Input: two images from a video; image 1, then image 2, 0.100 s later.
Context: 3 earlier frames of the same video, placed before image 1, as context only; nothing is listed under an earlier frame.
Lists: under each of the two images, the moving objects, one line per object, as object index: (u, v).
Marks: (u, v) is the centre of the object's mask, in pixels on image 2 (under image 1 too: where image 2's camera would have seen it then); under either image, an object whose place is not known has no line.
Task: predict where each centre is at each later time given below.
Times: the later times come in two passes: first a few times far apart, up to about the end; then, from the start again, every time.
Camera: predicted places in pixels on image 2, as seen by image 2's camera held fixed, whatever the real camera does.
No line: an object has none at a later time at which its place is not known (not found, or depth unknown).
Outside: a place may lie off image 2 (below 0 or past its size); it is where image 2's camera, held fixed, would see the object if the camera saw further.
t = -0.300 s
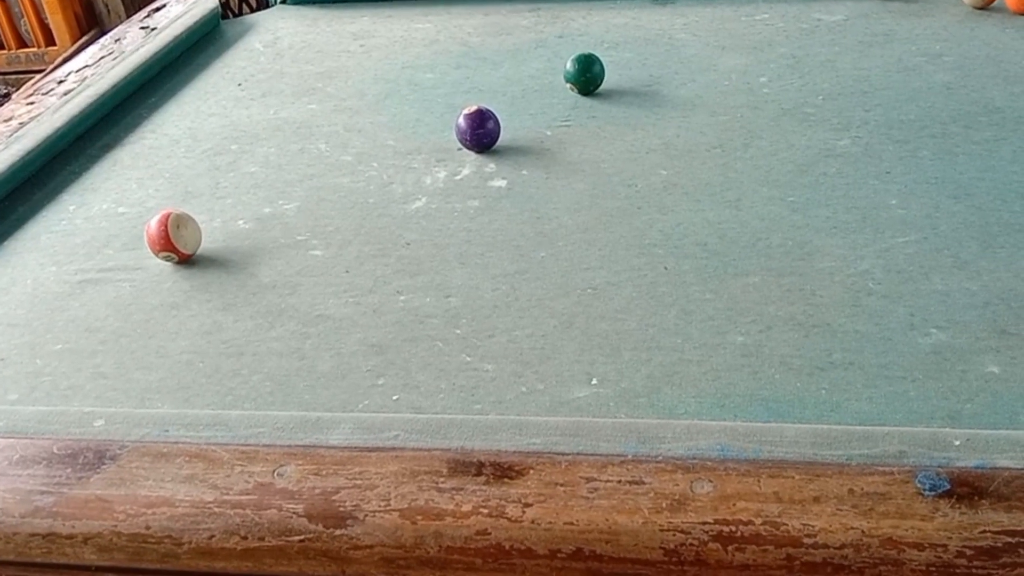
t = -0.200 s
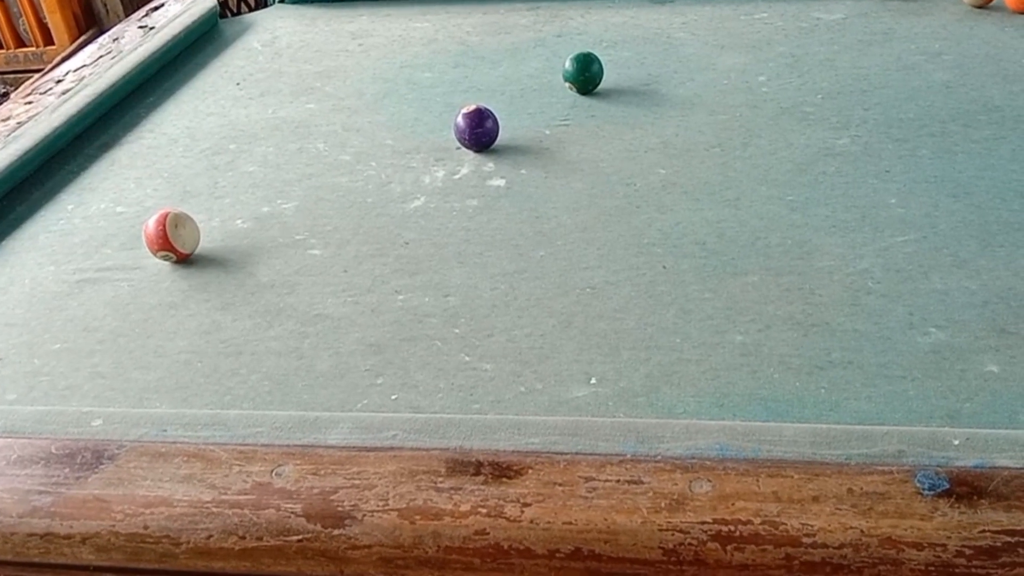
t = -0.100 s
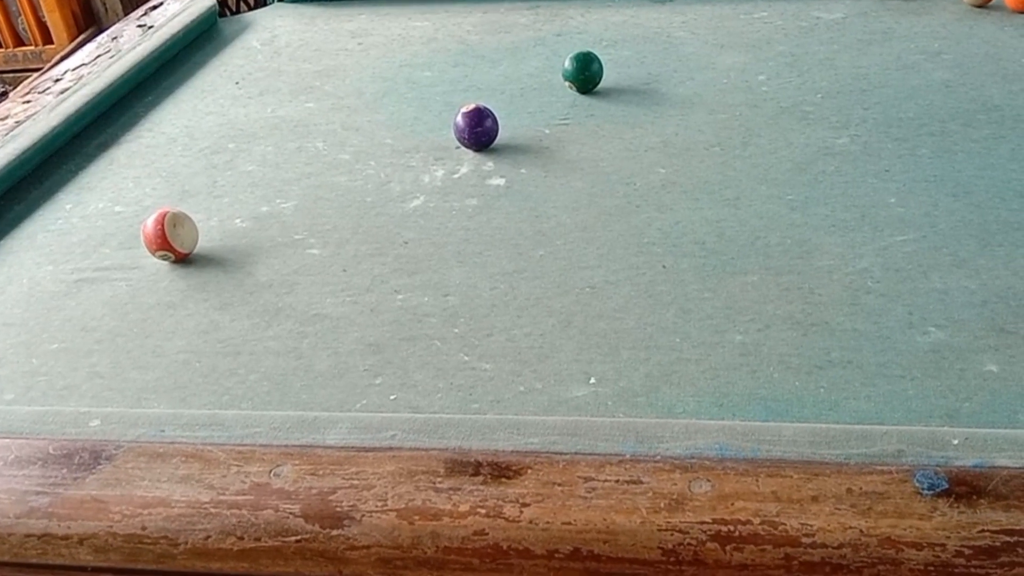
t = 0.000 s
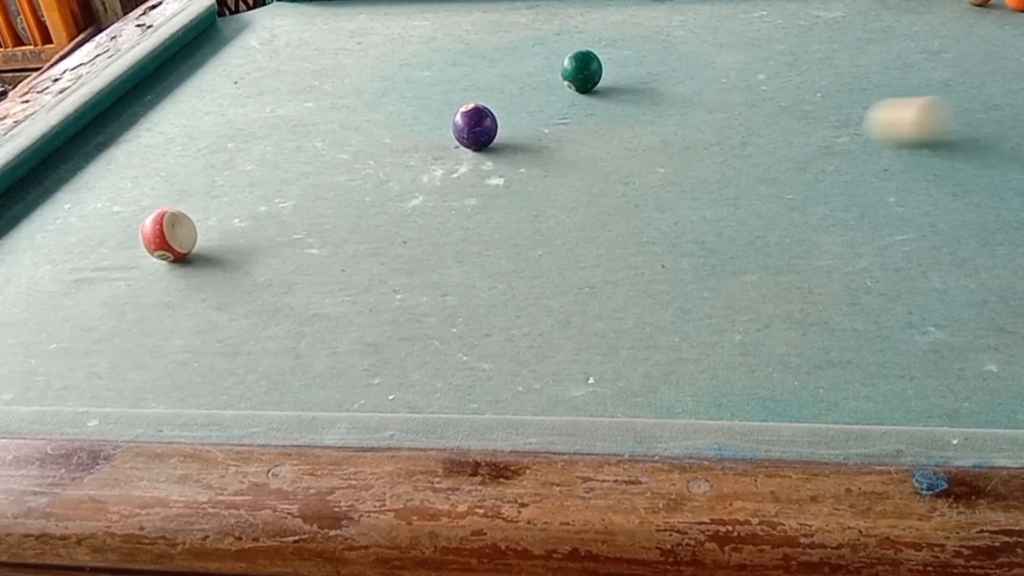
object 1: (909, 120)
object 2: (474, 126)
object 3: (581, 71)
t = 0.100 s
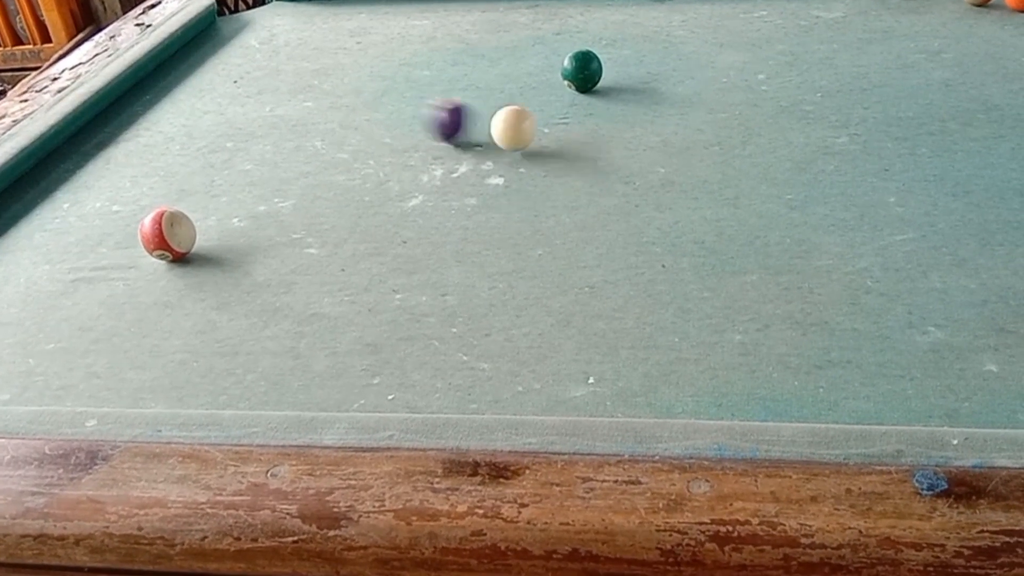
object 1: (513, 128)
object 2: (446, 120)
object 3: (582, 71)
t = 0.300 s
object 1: (449, 199)
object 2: (181, 88)
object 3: (582, 71)
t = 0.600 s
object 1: (265, 303)
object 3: (593, 72)
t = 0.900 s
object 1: (98, 384)
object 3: (802, 91)
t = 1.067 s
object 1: (114, 359)
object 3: (926, 103)
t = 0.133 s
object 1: (506, 134)
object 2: (358, 107)
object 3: (582, 71)
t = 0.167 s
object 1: (501, 148)
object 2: (278, 103)
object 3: (582, 71)
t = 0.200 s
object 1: (495, 166)
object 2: (201, 103)
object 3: (582, 71)
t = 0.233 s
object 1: (481, 177)
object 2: (131, 94)
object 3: (582, 71)
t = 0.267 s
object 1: (466, 188)
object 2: (142, 92)
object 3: (582, 71)
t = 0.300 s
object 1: (449, 199)
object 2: (181, 88)
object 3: (582, 71)
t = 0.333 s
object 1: (430, 210)
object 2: (225, 87)
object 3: (582, 71)
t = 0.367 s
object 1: (411, 220)
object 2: (268, 85)
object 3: (582, 71)
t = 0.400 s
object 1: (391, 232)
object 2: (309, 81)
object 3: (582, 71)
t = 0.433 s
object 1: (371, 242)
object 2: (352, 78)
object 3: (581, 71)
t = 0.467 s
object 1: (351, 254)
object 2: (394, 76)
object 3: (581, 71)
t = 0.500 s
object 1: (330, 266)
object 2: (436, 72)
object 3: (581, 71)
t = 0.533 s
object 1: (309, 278)
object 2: (478, 70)
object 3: (581, 71)
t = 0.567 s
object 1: (287, 291)
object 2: (520, 67)
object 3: (580, 70)
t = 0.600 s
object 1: (265, 303)
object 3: (593, 72)
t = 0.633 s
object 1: (241, 316)
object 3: (620, 75)
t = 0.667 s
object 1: (218, 329)
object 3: (642, 77)
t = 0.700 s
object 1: (195, 343)
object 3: (664, 78)
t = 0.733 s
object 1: (171, 356)
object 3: (686, 80)
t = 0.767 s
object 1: (145, 371)
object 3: (709, 82)
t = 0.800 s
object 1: (120, 382)
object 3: (732, 84)
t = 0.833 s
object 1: (93, 390)
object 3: (756, 87)
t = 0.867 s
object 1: (94, 388)
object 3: (778, 89)
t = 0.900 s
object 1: (98, 384)
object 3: (802, 91)
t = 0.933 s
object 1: (101, 381)
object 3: (827, 94)
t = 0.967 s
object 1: (105, 376)
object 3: (852, 96)
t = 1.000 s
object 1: (108, 371)
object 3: (877, 98)
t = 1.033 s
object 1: (111, 365)
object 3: (902, 100)
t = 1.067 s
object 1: (114, 359)
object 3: (926, 103)
